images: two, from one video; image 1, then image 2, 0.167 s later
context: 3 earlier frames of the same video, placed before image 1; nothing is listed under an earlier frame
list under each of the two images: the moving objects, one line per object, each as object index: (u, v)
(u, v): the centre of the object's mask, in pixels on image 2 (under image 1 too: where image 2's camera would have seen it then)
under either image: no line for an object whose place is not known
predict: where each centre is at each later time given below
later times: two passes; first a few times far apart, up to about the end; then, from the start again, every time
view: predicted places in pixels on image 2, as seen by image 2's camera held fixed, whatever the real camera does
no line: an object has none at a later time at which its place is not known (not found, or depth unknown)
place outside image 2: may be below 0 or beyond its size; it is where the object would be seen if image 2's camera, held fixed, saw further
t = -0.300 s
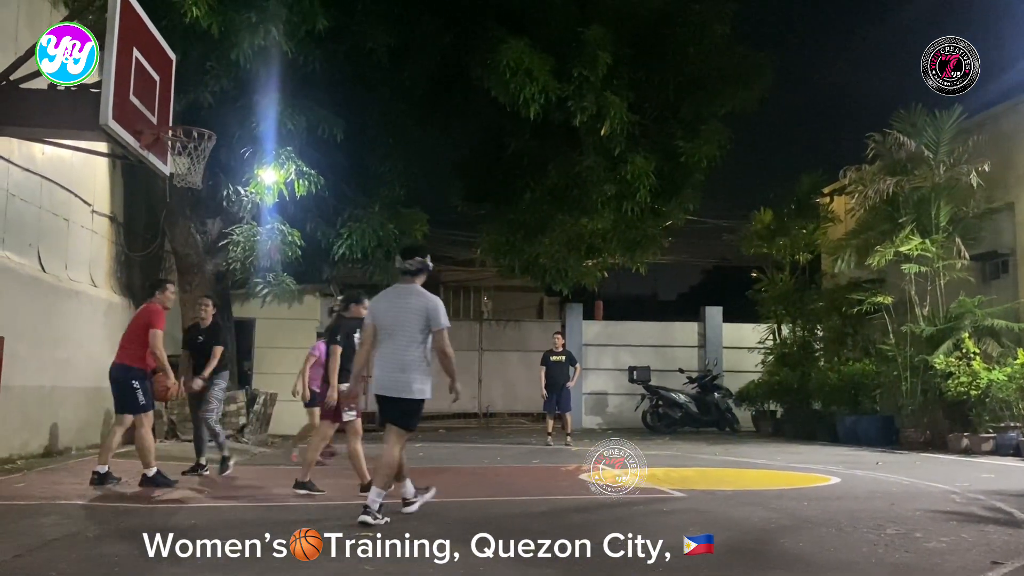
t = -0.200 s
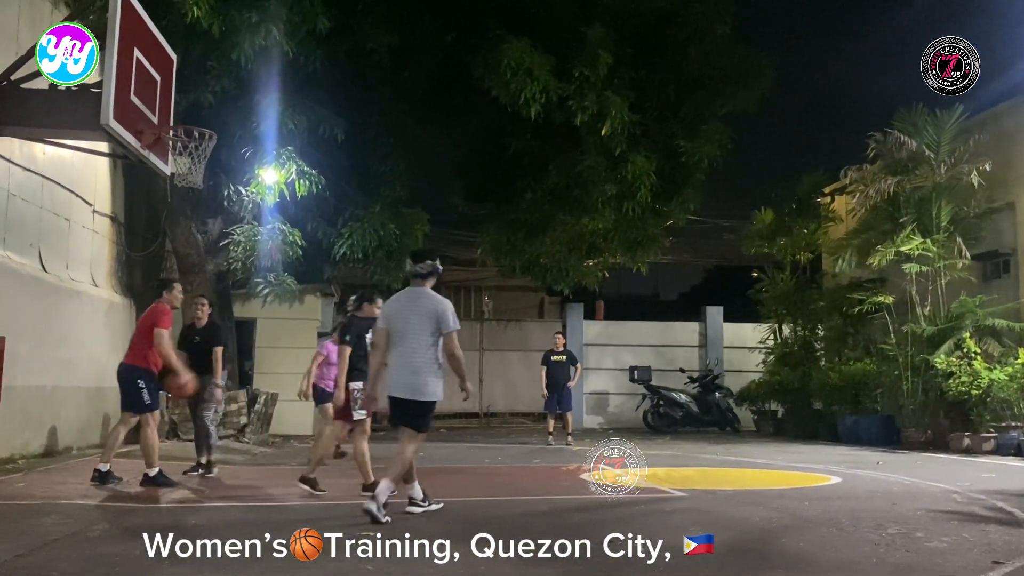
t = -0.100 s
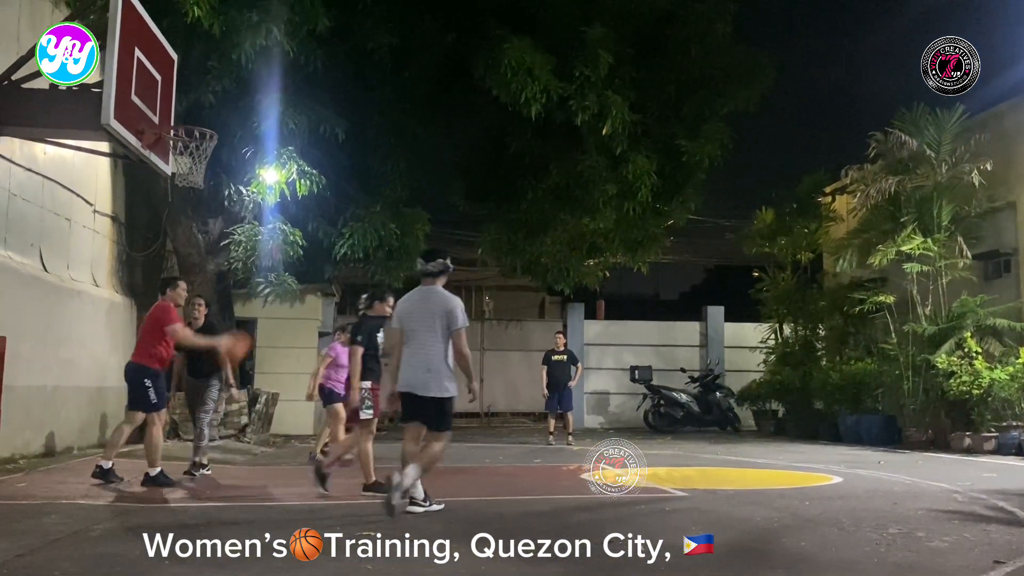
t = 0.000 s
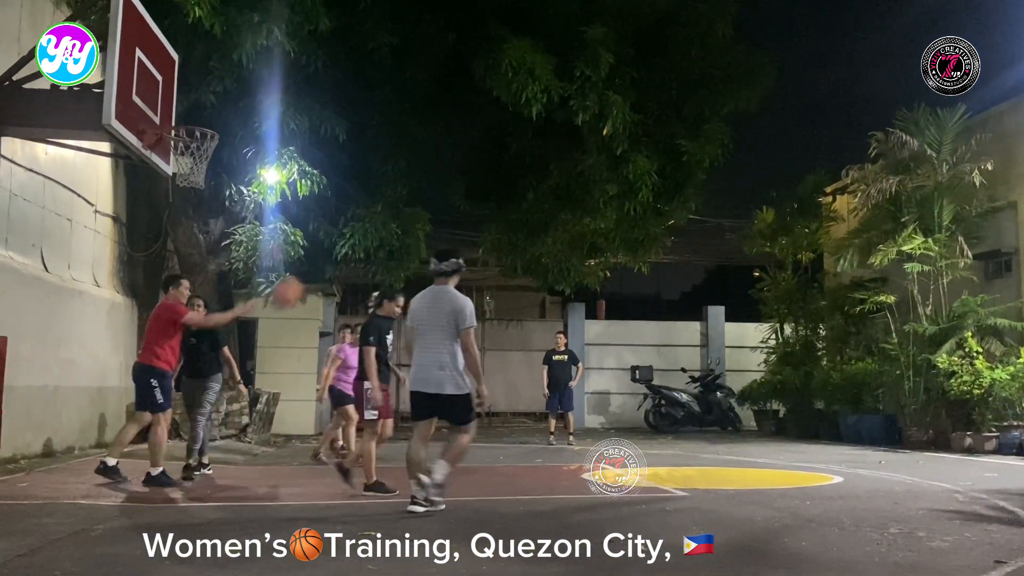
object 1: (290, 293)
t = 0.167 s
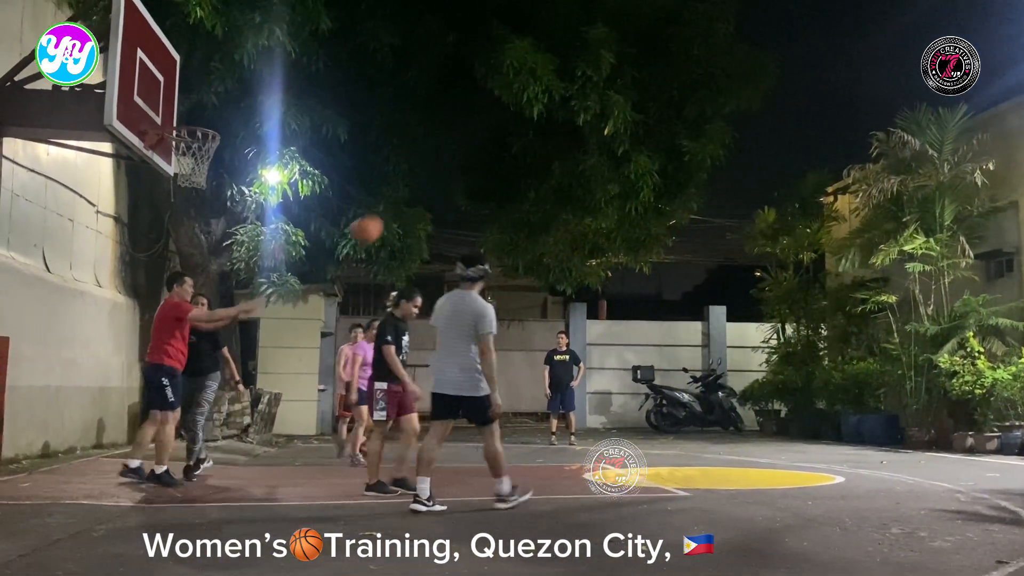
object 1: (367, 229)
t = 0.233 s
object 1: (397, 212)
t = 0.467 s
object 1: (496, 193)
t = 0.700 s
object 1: (591, 229)
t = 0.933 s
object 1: (682, 316)
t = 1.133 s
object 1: (765, 438)
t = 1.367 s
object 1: (794, 375)
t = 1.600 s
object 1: (811, 323)
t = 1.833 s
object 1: (832, 328)
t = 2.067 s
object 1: (853, 390)
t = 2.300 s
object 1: (875, 433)
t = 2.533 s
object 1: (895, 381)
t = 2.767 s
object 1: (917, 387)
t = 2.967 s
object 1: (938, 438)
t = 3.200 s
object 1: (955, 420)
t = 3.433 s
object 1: (971, 412)
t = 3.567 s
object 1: (981, 433)
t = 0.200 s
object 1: (383, 220)
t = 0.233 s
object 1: (397, 212)
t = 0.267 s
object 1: (412, 206)
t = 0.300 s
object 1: (426, 201)
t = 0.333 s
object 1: (440, 197)
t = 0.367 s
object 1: (454, 195)
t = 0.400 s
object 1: (468, 193)
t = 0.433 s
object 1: (482, 192)
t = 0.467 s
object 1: (496, 193)
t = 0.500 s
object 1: (511, 195)
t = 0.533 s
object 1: (524, 198)
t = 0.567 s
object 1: (537, 202)
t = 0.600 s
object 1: (551, 207)
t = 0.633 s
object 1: (564, 213)
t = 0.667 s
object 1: (578, 221)
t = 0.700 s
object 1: (591, 229)
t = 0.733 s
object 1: (604, 238)
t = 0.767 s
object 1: (618, 249)
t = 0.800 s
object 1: (631, 261)
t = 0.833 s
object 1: (644, 274)
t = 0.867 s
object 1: (657, 288)
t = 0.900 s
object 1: (670, 303)
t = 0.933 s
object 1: (682, 316)
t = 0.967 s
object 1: (698, 334)
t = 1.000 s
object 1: (711, 354)
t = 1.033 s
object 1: (724, 374)
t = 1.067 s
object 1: (738, 394)
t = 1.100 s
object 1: (752, 418)
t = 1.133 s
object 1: (765, 438)
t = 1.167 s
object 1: (778, 461)
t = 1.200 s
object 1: (782, 447)
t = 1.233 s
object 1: (783, 430)
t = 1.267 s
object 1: (786, 416)
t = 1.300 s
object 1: (789, 401)
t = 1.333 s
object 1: (791, 388)
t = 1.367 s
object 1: (794, 375)
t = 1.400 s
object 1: (796, 364)
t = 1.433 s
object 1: (798, 354)
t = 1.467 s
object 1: (801, 345)
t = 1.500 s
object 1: (804, 338)
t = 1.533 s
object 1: (806, 331)
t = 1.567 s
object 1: (809, 327)
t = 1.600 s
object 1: (811, 323)
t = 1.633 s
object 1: (814, 319)
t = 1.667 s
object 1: (817, 318)
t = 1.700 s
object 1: (820, 318)
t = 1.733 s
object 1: (823, 318)
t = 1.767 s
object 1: (826, 320)
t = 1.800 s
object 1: (829, 323)
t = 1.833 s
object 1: (832, 328)
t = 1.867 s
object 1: (835, 332)
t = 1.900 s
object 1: (838, 339)
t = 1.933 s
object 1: (841, 347)
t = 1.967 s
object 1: (844, 356)
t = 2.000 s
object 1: (847, 366)
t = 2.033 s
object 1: (850, 378)
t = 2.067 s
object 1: (853, 390)
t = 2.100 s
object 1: (857, 404)
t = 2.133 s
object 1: (859, 419)
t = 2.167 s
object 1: (863, 433)
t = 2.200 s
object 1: (866, 450)
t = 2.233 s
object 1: (870, 457)
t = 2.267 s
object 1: (872, 444)
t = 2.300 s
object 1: (875, 433)
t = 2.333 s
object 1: (878, 423)
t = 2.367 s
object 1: (881, 412)
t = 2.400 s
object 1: (884, 404)
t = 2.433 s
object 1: (886, 396)
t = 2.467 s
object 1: (889, 390)
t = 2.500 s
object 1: (893, 385)
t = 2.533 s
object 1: (895, 381)
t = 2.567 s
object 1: (899, 378)
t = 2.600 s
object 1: (902, 377)
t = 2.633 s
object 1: (905, 377)
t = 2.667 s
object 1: (908, 377)
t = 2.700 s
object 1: (911, 379)
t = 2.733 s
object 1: (914, 382)
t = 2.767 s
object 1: (917, 387)
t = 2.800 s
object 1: (921, 392)
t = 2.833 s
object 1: (924, 399)
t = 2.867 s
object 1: (927, 408)
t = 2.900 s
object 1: (930, 417)
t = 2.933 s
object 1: (934, 427)
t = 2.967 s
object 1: (938, 438)
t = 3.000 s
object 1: (942, 449)
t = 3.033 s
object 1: (945, 461)
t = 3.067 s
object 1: (947, 450)
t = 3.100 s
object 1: (949, 440)
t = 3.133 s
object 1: (951, 434)
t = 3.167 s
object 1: (953, 426)
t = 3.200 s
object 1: (955, 420)
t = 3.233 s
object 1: (957, 416)
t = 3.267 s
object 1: (959, 412)
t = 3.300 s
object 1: (961, 410)
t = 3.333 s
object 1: (964, 408)
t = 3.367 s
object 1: (966, 408)
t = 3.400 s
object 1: (968, 410)
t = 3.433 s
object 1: (971, 412)
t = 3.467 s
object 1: (973, 415)
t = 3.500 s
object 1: (976, 419)
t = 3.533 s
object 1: (978, 425)
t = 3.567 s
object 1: (981, 433)
